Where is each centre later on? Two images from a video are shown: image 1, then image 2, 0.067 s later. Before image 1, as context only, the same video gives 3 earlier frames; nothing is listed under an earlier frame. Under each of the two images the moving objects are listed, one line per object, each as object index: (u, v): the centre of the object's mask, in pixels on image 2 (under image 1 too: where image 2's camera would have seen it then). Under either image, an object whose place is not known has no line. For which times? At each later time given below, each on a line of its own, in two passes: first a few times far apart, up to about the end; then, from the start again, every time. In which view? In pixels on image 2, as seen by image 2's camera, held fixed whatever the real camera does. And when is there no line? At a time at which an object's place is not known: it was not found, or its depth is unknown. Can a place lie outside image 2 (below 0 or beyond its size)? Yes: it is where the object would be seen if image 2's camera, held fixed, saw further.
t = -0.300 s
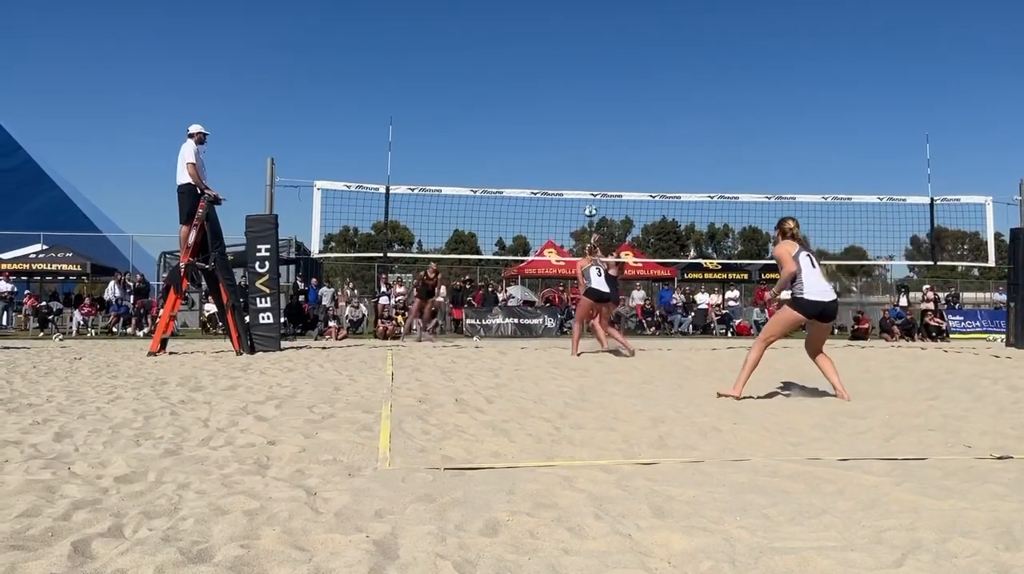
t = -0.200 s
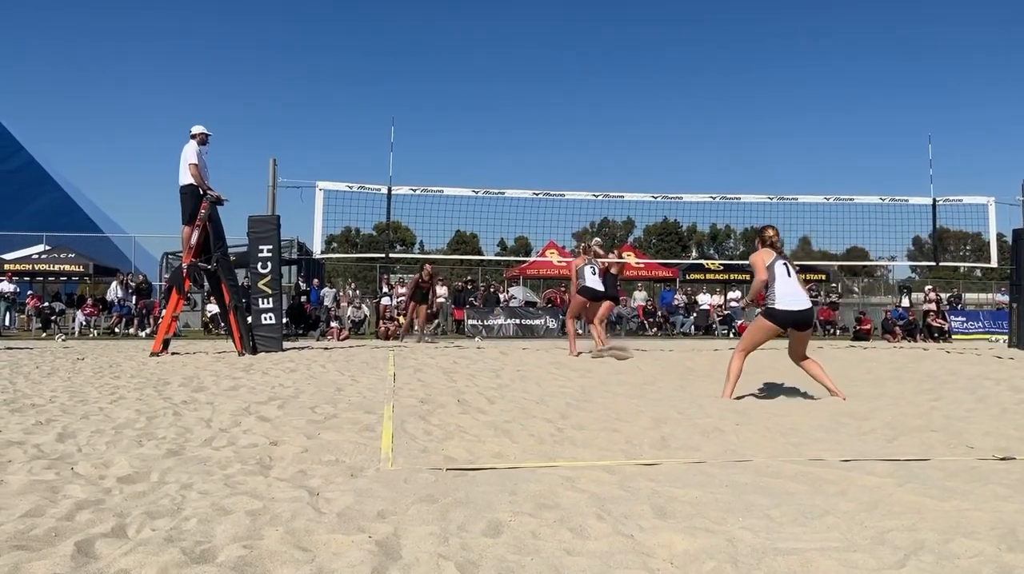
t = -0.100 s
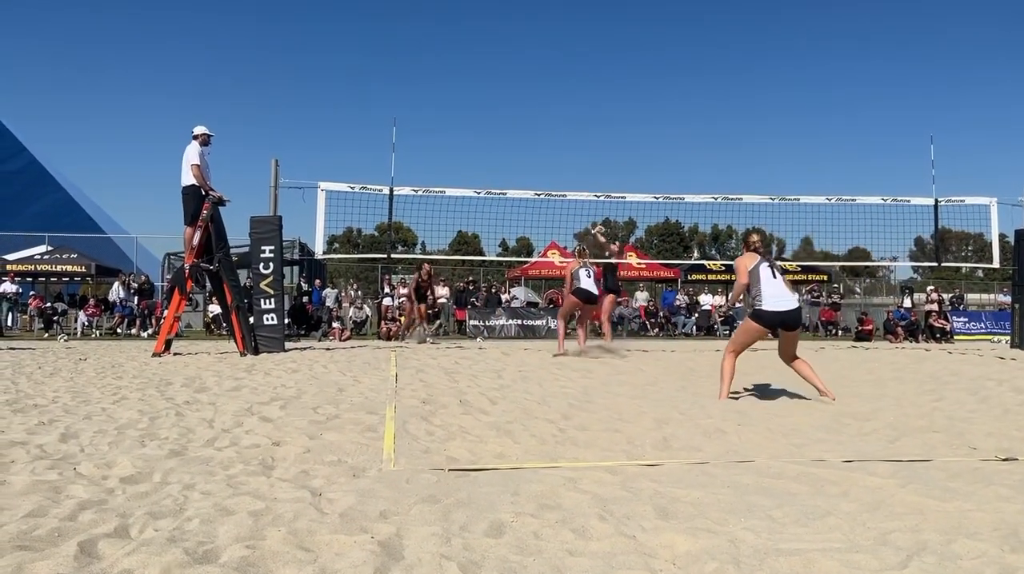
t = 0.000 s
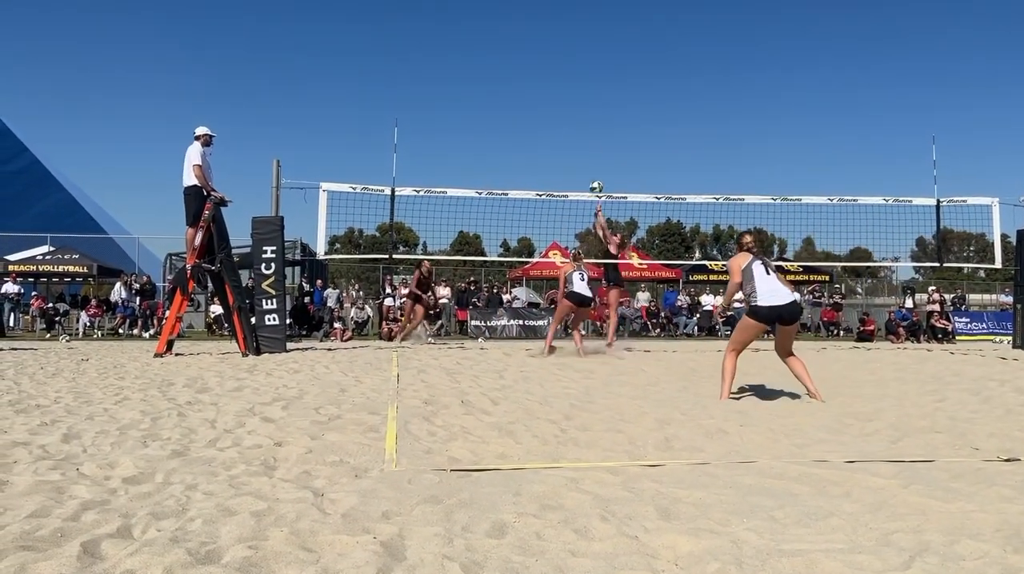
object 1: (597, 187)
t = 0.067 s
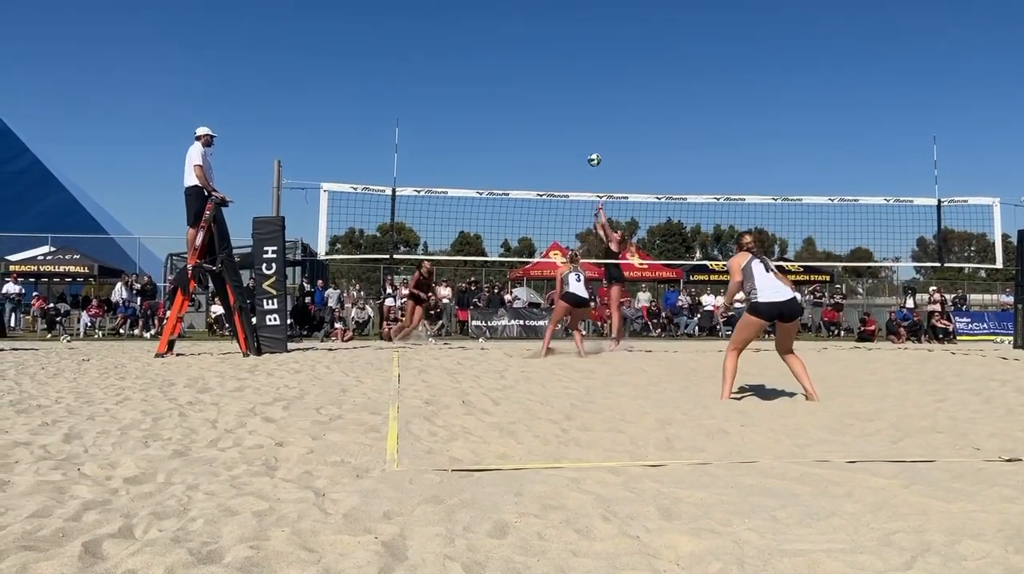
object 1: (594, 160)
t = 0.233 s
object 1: (587, 102)
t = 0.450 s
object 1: (580, 54)
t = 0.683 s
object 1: (571, 35)
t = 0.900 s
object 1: (563, 49)
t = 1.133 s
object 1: (555, 98)
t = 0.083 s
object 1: (593, 153)
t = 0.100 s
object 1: (592, 147)
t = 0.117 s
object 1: (592, 140)
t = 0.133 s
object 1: (591, 134)
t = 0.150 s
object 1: (591, 129)
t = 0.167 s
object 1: (590, 123)
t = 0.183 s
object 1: (589, 118)
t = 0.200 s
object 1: (589, 112)
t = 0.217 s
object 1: (588, 107)
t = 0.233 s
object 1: (587, 102)
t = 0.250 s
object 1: (587, 97)
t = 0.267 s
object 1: (586, 93)
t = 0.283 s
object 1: (585, 89)
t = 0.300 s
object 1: (585, 84)
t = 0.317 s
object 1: (584, 80)
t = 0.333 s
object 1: (584, 76)
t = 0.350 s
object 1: (583, 73)
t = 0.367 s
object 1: (583, 69)
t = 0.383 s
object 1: (582, 66)
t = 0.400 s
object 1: (581, 63)
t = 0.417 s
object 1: (581, 59)
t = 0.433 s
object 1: (580, 57)
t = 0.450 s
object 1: (580, 54)
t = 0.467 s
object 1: (579, 52)
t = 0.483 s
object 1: (578, 49)
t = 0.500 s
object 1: (578, 47)
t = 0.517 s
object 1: (577, 45)
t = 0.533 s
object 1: (577, 43)
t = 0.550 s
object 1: (576, 42)
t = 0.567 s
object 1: (575, 40)
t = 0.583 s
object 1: (575, 39)
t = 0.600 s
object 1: (574, 38)
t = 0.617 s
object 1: (574, 37)
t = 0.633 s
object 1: (573, 37)
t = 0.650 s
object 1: (572, 36)
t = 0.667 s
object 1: (572, 36)
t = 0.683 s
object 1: (571, 35)
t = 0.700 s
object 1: (571, 35)
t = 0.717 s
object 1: (570, 36)
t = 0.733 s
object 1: (569, 36)
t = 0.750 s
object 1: (569, 36)
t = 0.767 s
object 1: (568, 37)
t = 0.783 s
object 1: (568, 38)
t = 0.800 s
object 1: (567, 39)
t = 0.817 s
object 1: (566, 40)
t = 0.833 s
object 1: (566, 42)
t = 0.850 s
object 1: (565, 43)
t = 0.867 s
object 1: (564, 45)
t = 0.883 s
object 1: (564, 47)
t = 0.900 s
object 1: (563, 49)
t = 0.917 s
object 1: (562, 51)
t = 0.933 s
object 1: (562, 54)
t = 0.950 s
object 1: (561, 56)
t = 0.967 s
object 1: (561, 59)
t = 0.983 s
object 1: (560, 62)
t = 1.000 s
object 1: (559, 66)
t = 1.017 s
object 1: (559, 69)
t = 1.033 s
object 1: (558, 73)
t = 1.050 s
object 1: (558, 76)
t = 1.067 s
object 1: (557, 80)
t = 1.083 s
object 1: (557, 84)
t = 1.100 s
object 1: (556, 88)
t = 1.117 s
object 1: (555, 93)
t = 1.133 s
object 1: (555, 98)
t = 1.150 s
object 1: (554, 102)
